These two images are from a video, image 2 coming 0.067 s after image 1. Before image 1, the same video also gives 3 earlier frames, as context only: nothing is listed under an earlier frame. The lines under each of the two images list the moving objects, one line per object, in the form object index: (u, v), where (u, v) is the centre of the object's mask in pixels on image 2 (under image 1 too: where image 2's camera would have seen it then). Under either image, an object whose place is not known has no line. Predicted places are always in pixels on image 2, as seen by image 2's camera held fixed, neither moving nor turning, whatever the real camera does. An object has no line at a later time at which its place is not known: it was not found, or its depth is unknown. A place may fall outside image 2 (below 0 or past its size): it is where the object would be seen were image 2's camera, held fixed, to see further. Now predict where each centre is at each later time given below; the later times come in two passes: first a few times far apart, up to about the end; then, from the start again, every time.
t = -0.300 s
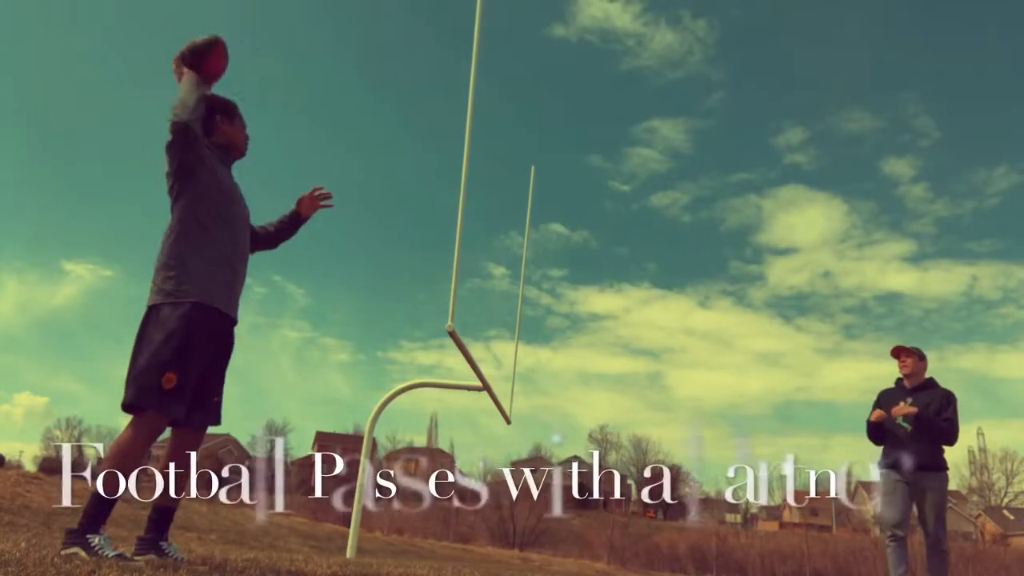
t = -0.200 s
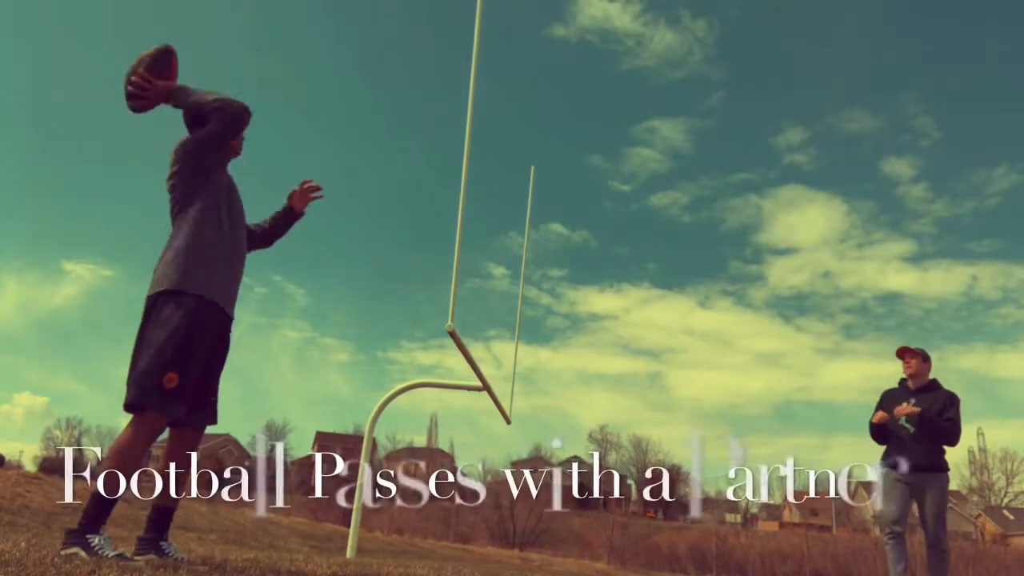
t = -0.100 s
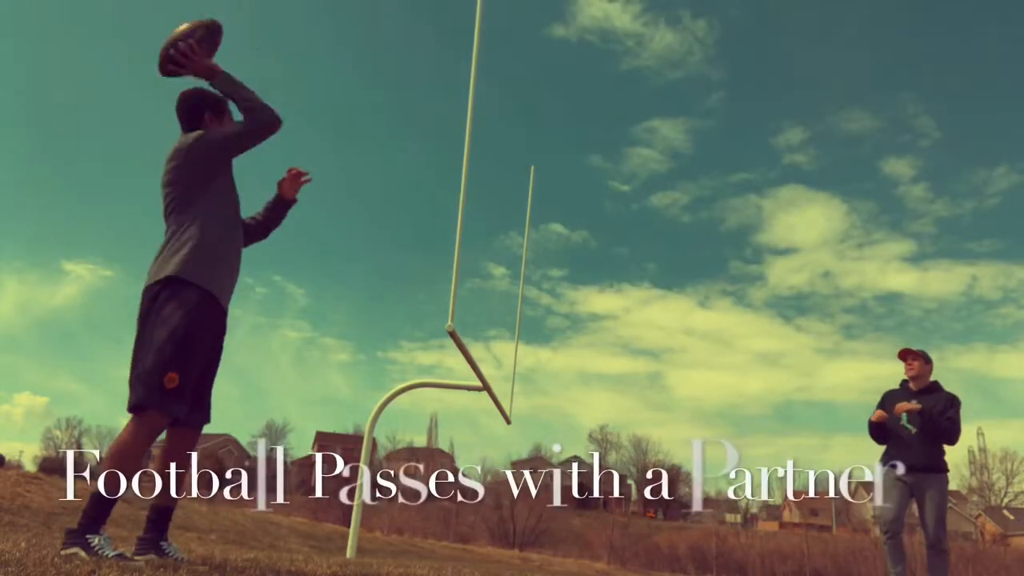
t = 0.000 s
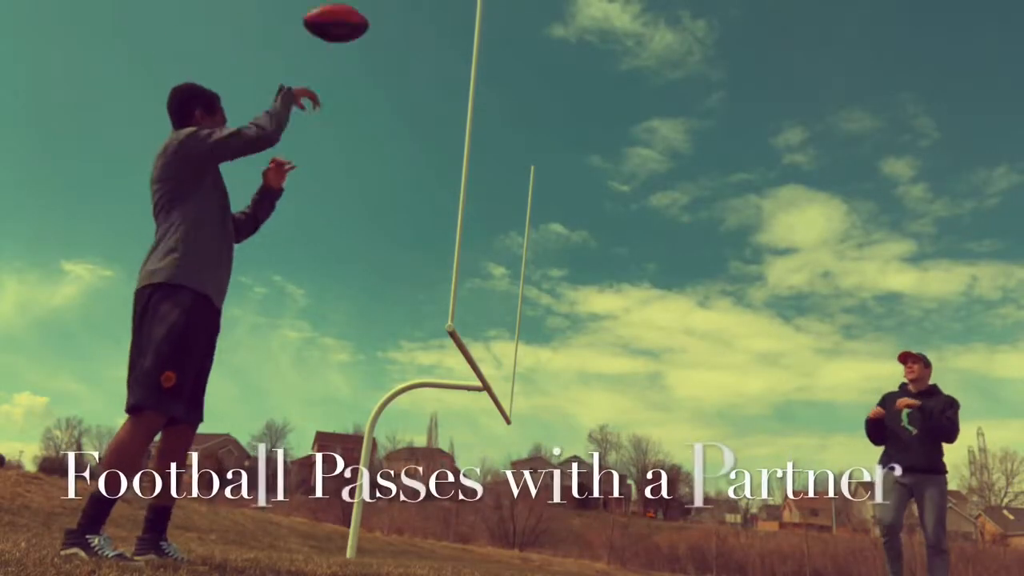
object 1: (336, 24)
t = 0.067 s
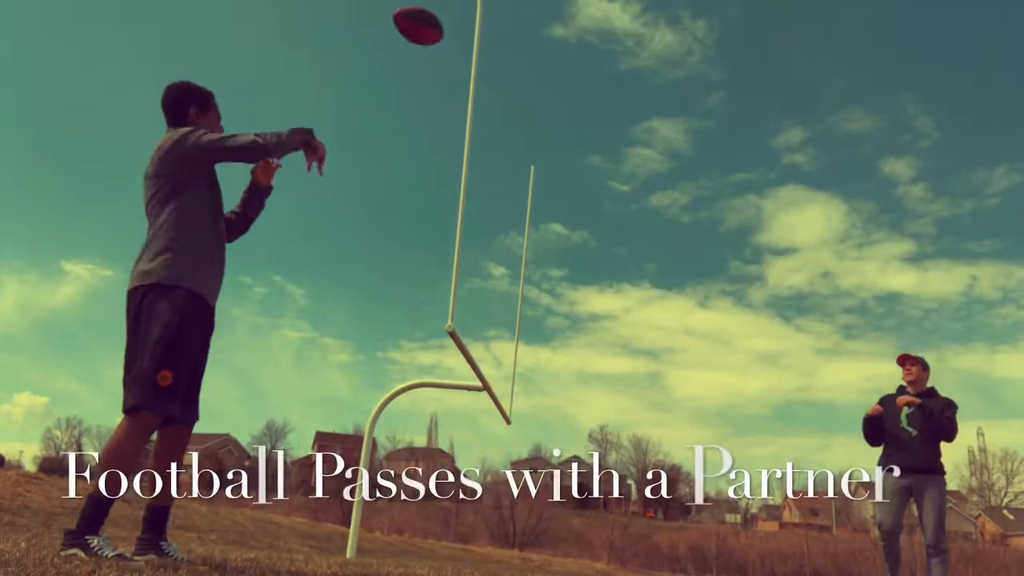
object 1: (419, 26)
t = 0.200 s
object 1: (539, 52)
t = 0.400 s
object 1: (651, 122)
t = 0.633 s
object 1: (732, 229)
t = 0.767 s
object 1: (764, 302)
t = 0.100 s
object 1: (454, 30)
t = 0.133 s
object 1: (485, 36)
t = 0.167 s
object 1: (514, 44)
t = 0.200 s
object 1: (539, 52)
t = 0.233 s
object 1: (562, 61)
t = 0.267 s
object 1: (584, 72)
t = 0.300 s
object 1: (603, 83)
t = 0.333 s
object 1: (621, 95)
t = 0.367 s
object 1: (636, 109)
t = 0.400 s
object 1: (651, 122)
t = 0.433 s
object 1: (664, 136)
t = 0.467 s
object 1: (677, 150)
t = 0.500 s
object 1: (689, 165)
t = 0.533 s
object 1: (700, 180)
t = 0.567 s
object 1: (711, 195)
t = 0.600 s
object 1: (722, 212)
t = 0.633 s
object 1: (732, 229)
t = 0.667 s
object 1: (741, 247)
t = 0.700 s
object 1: (750, 265)
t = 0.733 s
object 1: (757, 284)
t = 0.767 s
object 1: (764, 302)
